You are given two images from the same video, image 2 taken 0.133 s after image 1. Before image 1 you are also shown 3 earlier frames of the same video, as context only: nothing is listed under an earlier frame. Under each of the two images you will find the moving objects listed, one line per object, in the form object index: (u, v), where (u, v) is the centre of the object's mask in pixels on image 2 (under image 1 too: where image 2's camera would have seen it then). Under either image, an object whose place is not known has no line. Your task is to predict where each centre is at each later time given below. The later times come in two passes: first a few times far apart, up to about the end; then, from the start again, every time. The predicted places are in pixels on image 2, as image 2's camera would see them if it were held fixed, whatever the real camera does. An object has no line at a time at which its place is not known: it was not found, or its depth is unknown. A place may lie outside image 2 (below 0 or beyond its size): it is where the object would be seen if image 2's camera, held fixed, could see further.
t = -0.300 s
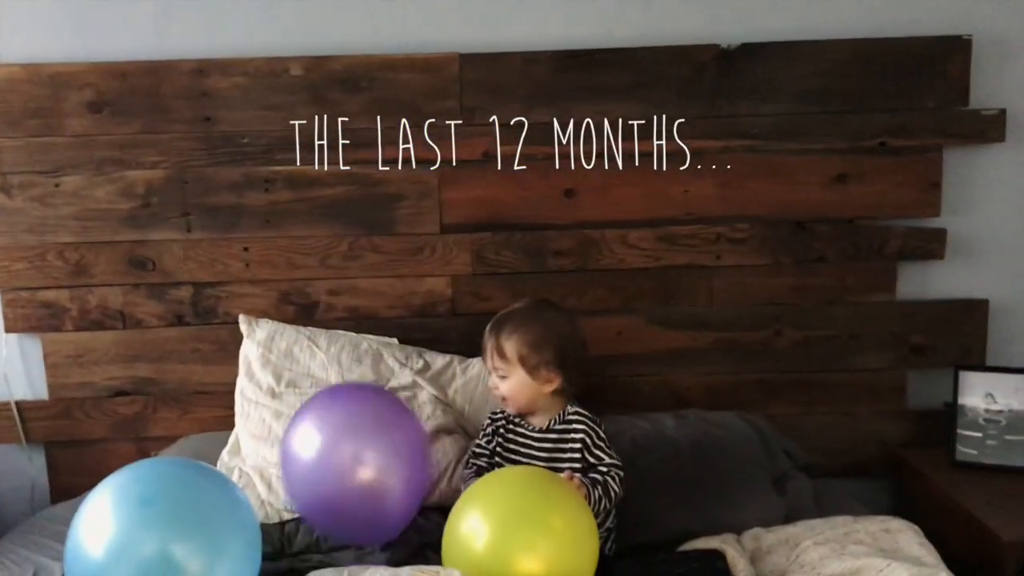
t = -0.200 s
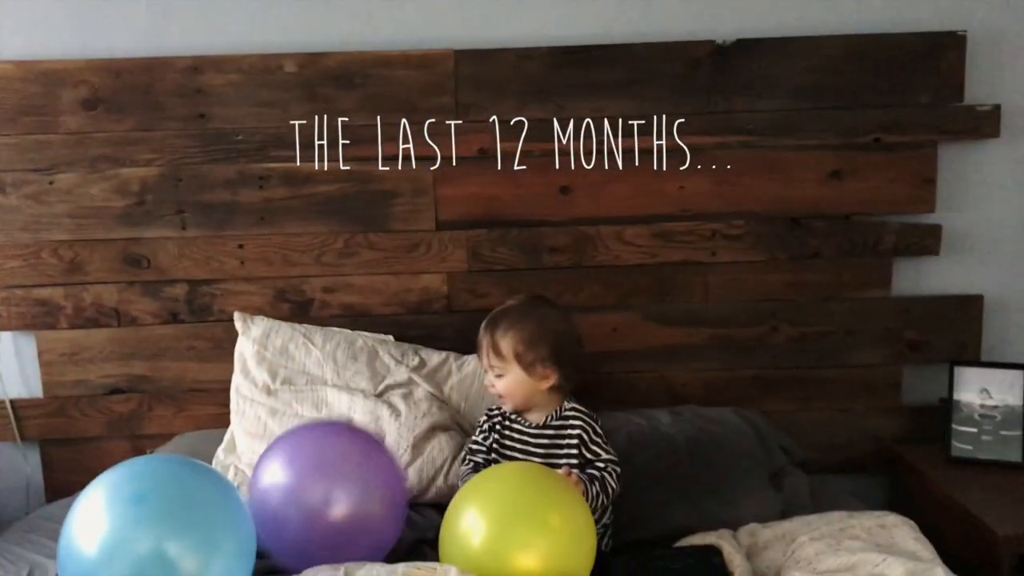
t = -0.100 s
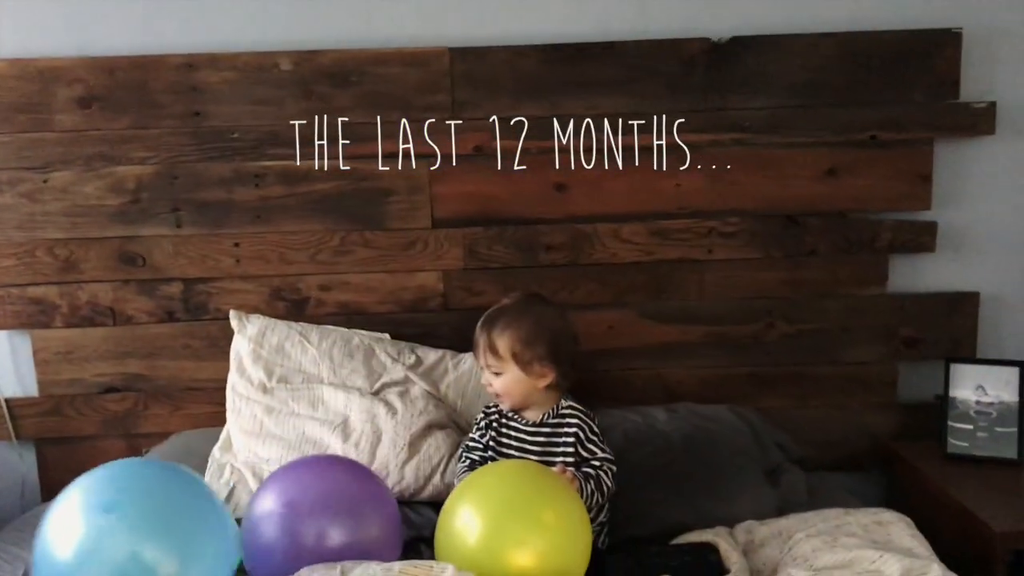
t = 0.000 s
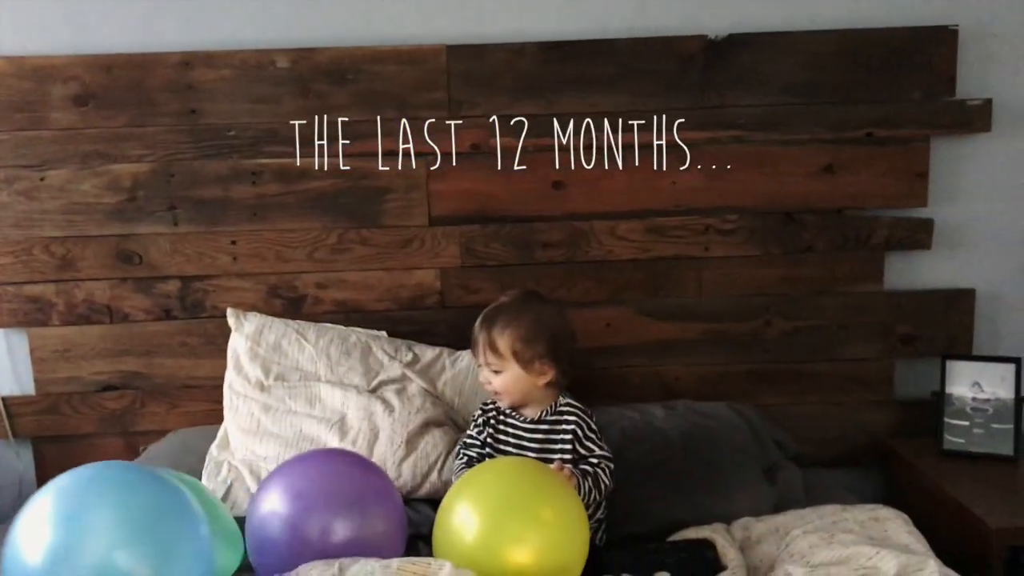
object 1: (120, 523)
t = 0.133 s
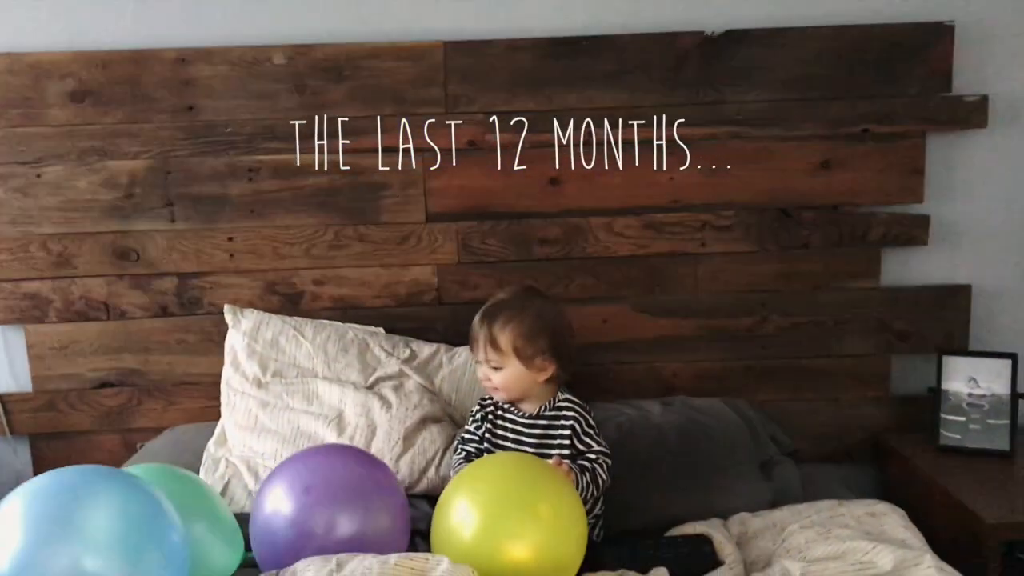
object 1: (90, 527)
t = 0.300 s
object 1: (81, 538)
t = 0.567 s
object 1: (74, 549)
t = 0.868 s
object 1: (75, 552)
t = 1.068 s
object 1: (77, 552)
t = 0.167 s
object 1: (87, 529)
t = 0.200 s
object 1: (86, 530)
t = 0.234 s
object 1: (84, 533)
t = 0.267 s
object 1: (82, 536)
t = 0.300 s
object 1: (81, 538)
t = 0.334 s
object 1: (80, 541)
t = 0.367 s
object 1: (80, 545)
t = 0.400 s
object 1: (79, 548)
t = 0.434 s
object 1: (78, 549)
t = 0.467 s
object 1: (77, 549)
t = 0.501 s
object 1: (75, 548)
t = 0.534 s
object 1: (74, 549)
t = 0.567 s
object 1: (74, 549)
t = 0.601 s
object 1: (74, 549)
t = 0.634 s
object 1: (74, 549)
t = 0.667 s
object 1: (74, 549)
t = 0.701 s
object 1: (74, 549)
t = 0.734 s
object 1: (74, 550)
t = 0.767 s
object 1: (74, 550)
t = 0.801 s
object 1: (75, 551)
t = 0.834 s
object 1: (75, 551)
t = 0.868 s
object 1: (75, 552)
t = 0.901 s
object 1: (76, 552)
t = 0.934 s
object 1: (77, 553)
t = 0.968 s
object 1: (78, 553)
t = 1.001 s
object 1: (78, 553)
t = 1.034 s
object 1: (77, 553)
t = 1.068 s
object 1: (77, 552)
